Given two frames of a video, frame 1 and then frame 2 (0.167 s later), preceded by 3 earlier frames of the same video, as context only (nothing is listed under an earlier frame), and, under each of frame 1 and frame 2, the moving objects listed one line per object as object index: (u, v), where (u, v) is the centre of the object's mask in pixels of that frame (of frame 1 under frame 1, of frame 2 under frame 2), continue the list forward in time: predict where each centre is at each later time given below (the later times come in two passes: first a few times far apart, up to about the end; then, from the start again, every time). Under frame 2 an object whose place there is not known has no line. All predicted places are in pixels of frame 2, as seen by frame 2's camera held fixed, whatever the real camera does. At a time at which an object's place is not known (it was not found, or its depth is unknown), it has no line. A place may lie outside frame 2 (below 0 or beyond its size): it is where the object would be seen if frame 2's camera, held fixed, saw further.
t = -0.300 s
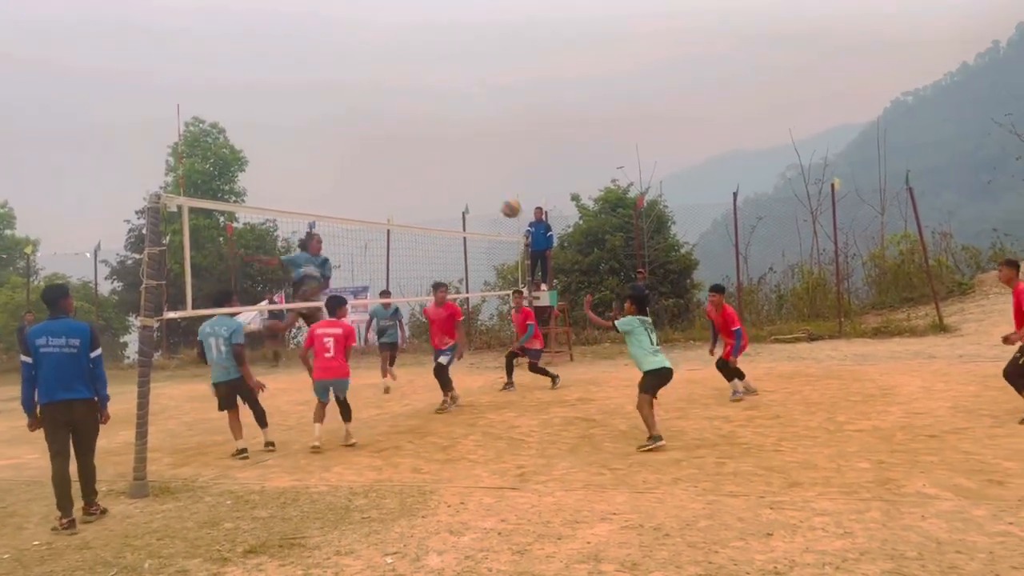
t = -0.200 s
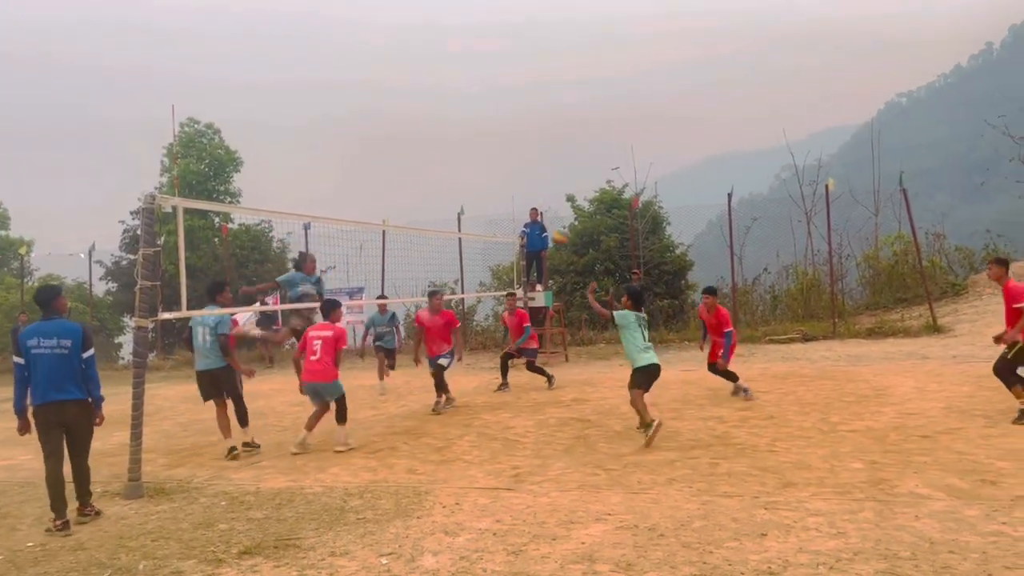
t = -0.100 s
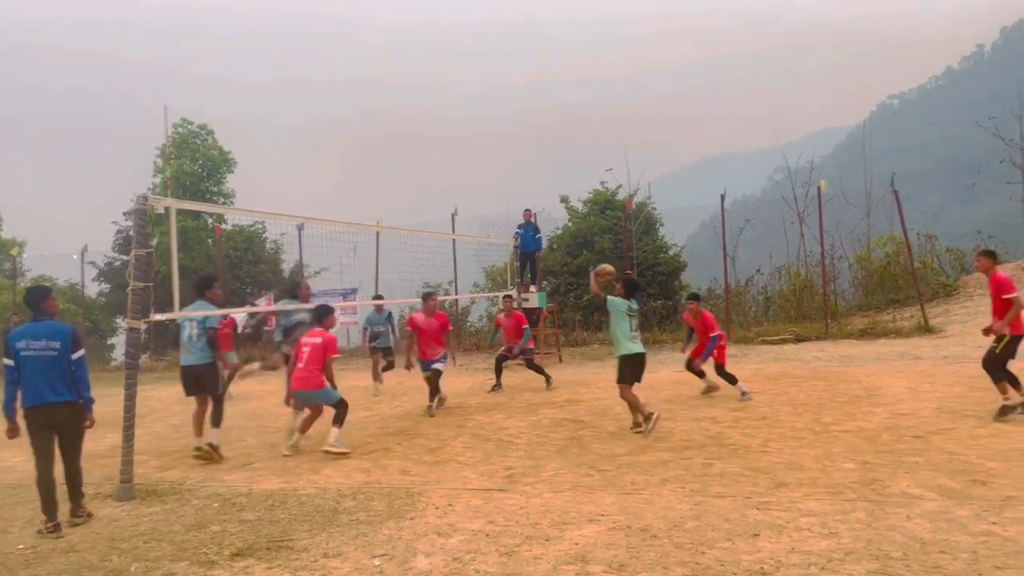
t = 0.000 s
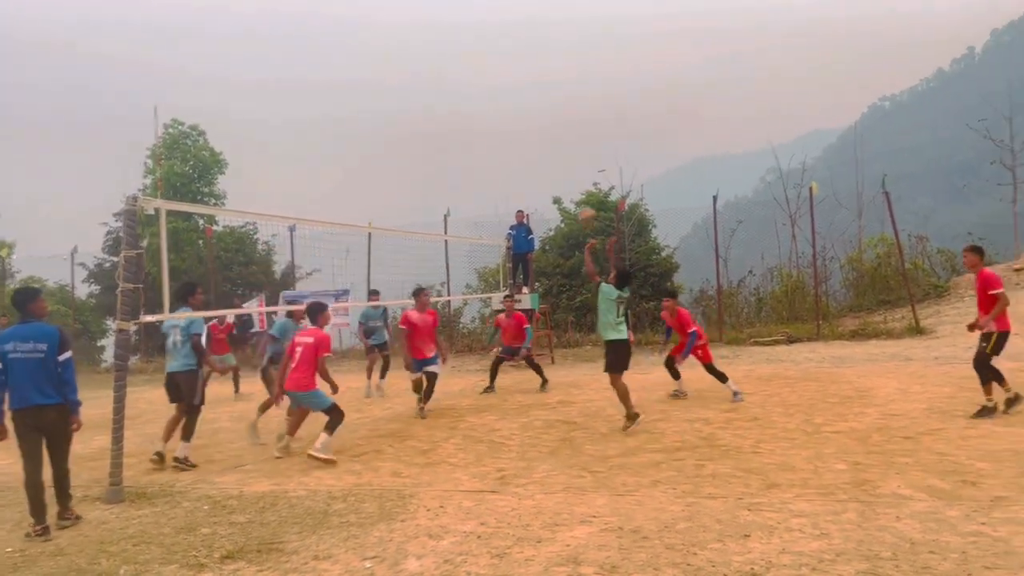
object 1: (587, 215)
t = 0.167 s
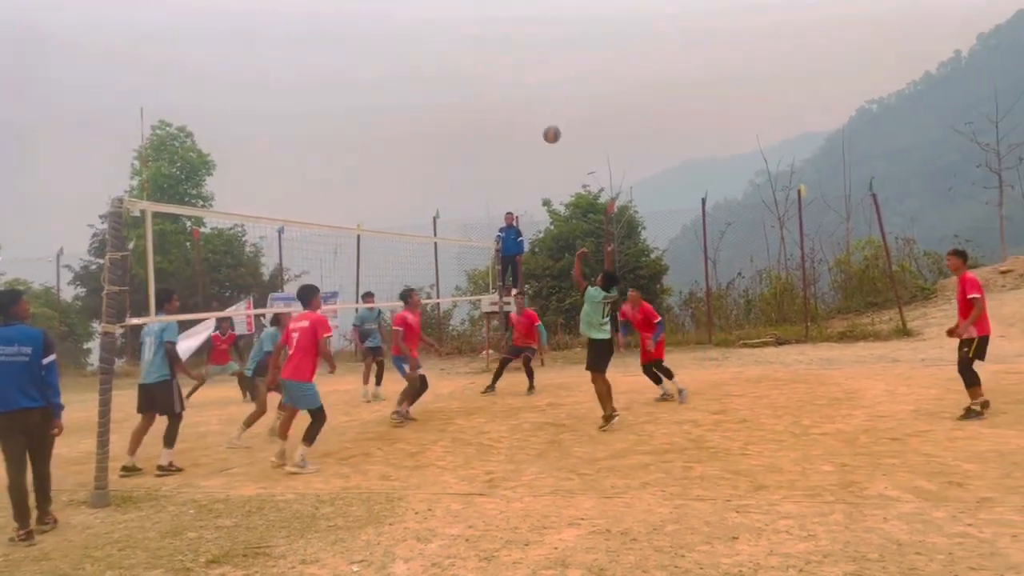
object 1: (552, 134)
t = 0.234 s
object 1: (542, 110)
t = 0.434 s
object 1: (517, 62)
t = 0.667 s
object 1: (492, 51)
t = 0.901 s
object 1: (473, 81)
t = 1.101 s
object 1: (460, 136)
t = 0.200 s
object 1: (546, 121)
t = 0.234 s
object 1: (542, 110)
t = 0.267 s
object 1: (537, 99)
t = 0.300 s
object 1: (533, 89)
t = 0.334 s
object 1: (529, 81)
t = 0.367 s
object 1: (525, 74)
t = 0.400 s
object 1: (521, 67)
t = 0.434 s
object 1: (517, 62)
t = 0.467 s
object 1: (513, 57)
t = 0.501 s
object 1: (509, 54)
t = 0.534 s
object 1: (506, 51)
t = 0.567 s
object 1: (502, 50)
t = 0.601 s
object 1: (499, 49)
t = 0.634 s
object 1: (495, 50)
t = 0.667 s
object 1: (492, 51)
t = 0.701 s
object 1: (489, 53)
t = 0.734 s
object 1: (486, 56)
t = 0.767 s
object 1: (484, 60)
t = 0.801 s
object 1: (481, 64)
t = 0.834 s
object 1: (478, 69)
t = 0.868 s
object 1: (475, 75)
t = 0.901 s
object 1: (473, 81)
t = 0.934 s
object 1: (471, 89)
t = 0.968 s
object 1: (468, 97)
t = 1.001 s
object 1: (466, 106)
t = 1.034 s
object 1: (464, 115)
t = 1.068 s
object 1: (462, 125)
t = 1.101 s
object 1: (460, 136)
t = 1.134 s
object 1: (458, 147)
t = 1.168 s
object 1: (456, 159)
